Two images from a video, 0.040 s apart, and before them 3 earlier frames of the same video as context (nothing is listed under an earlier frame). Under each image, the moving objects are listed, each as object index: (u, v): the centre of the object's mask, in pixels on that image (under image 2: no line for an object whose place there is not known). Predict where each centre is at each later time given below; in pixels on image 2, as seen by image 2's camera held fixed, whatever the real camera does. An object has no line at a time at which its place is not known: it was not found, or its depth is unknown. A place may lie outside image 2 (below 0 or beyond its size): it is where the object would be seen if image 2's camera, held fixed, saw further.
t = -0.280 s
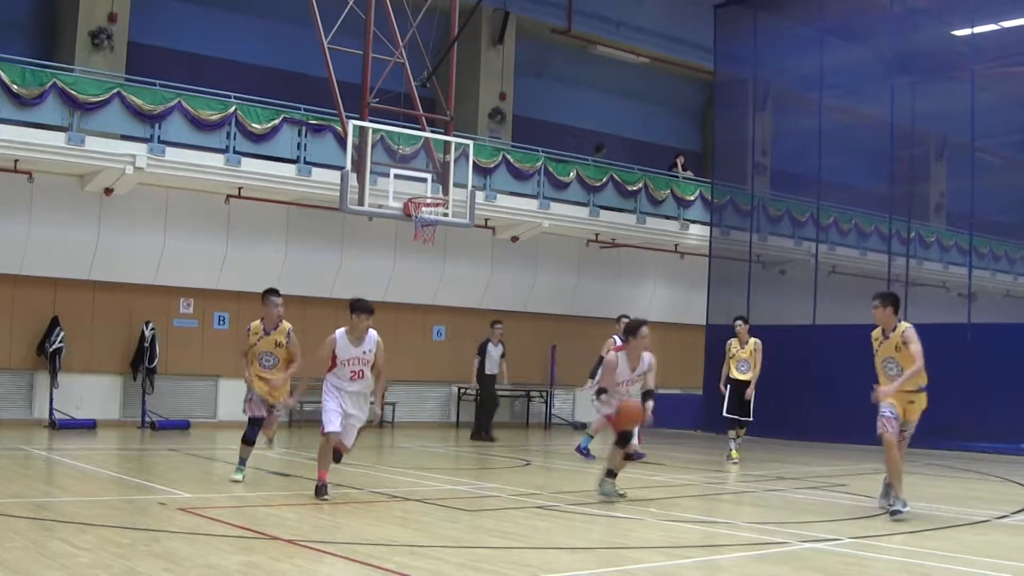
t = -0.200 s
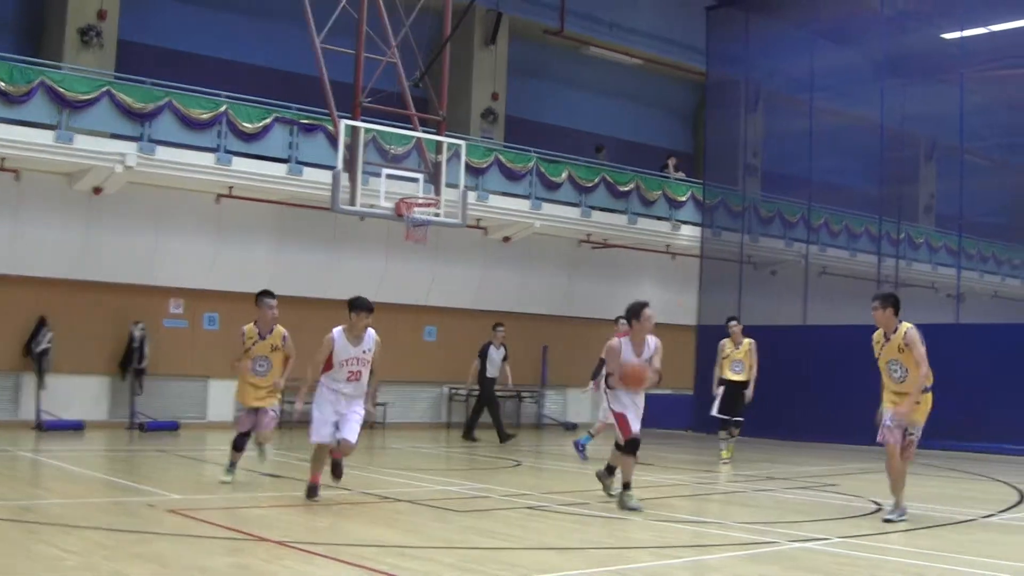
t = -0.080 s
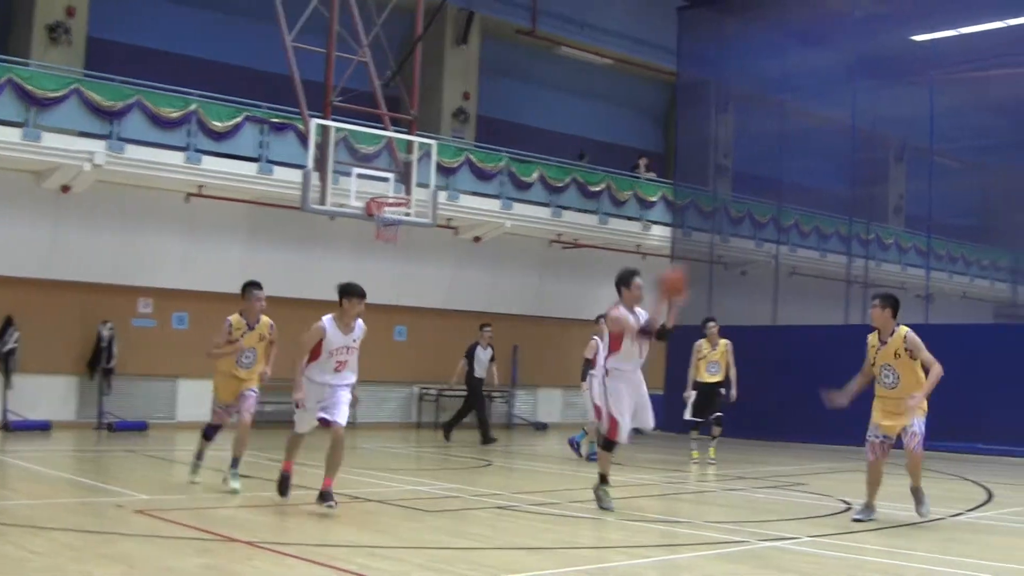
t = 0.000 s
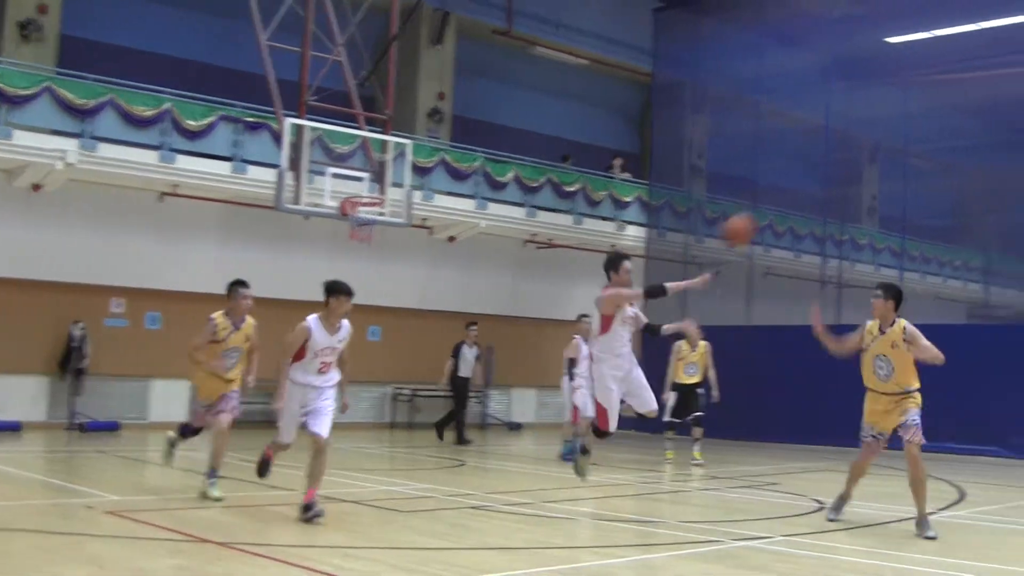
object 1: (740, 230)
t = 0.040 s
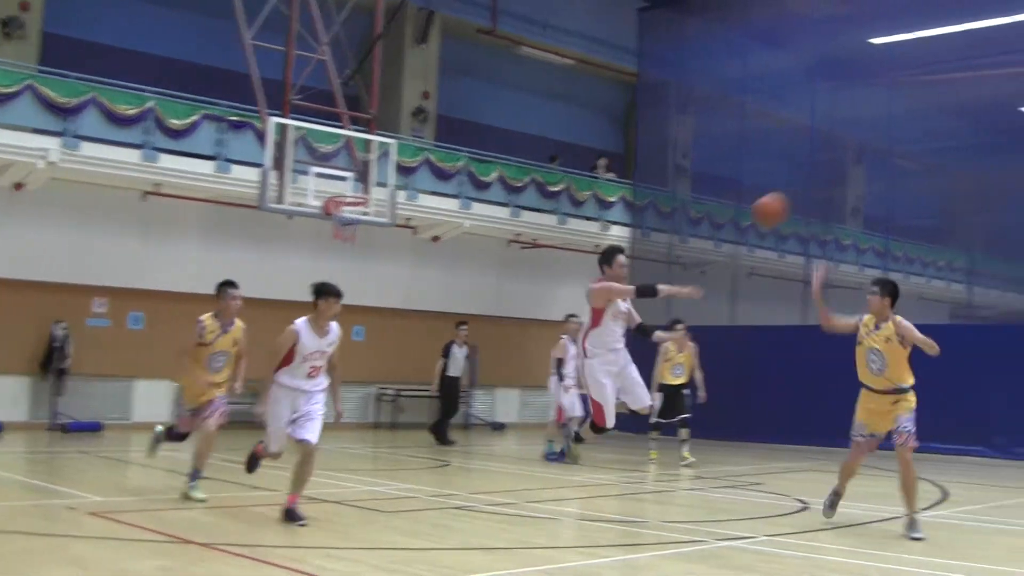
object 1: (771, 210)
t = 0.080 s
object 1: (820, 191)
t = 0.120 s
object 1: (868, 173)
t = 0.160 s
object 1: (920, 156)
